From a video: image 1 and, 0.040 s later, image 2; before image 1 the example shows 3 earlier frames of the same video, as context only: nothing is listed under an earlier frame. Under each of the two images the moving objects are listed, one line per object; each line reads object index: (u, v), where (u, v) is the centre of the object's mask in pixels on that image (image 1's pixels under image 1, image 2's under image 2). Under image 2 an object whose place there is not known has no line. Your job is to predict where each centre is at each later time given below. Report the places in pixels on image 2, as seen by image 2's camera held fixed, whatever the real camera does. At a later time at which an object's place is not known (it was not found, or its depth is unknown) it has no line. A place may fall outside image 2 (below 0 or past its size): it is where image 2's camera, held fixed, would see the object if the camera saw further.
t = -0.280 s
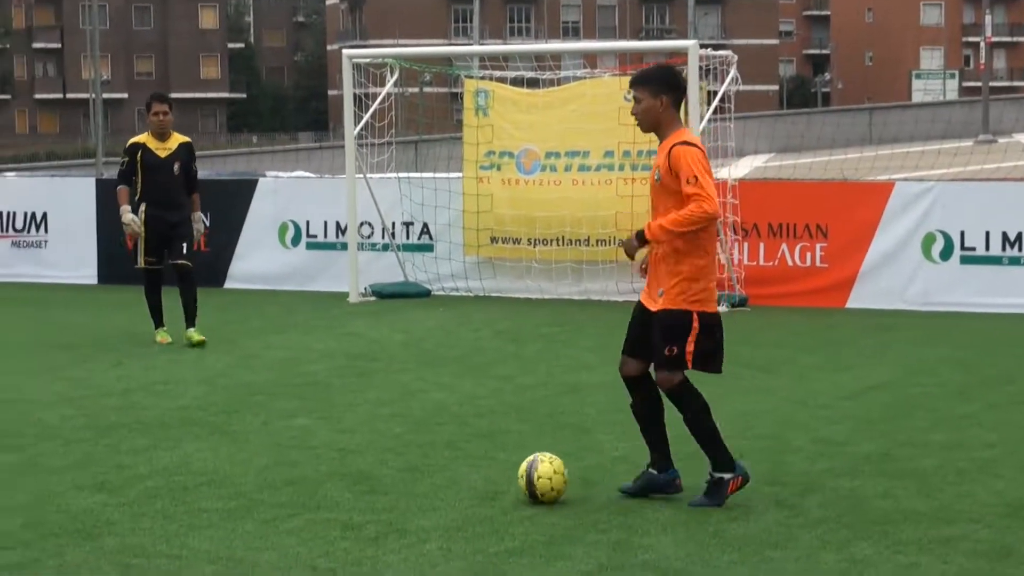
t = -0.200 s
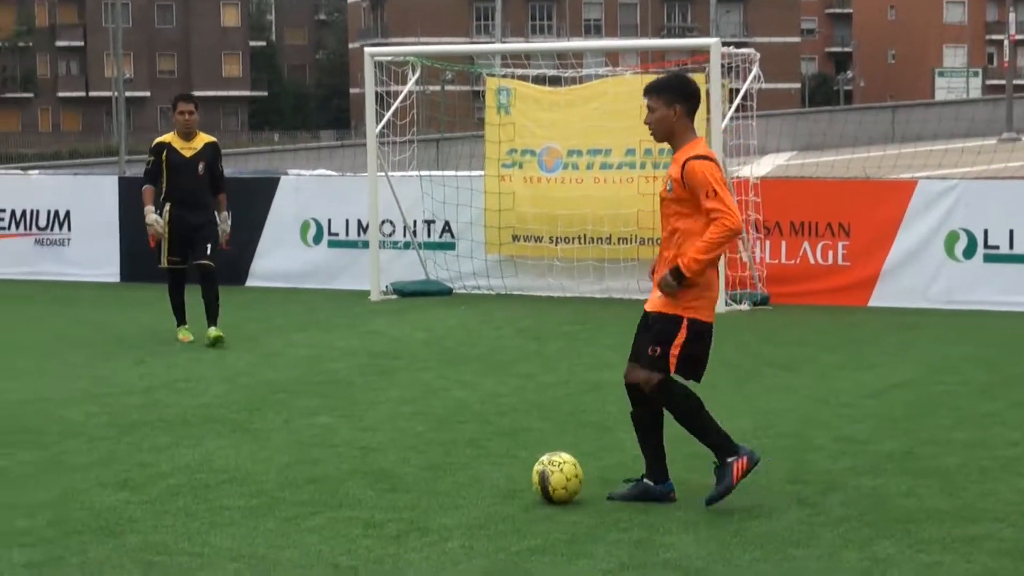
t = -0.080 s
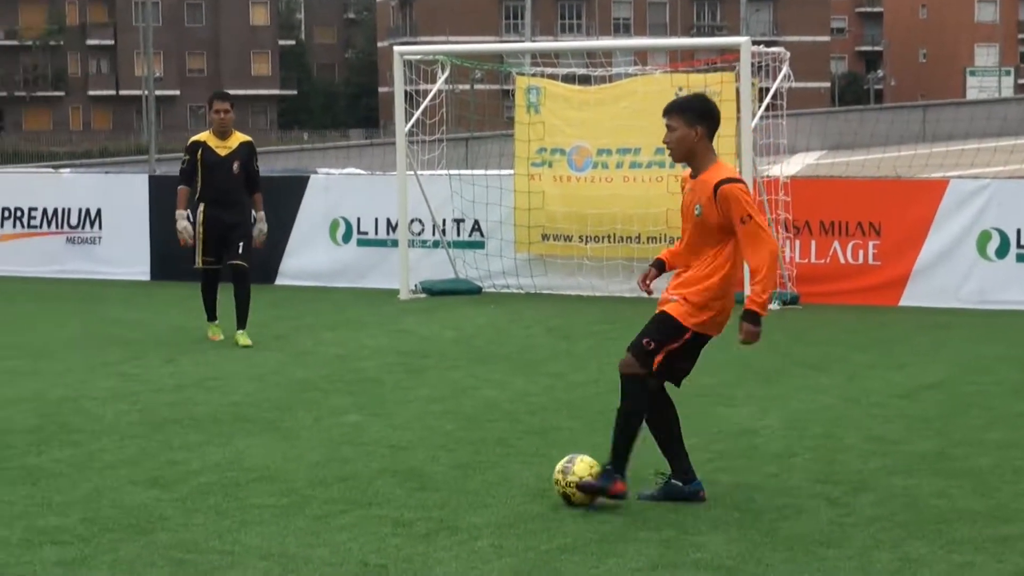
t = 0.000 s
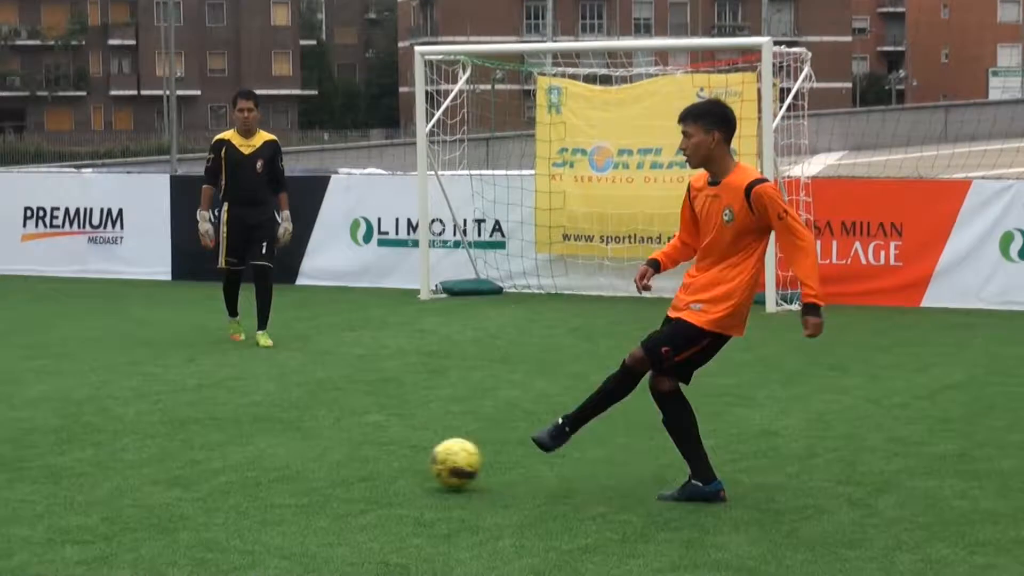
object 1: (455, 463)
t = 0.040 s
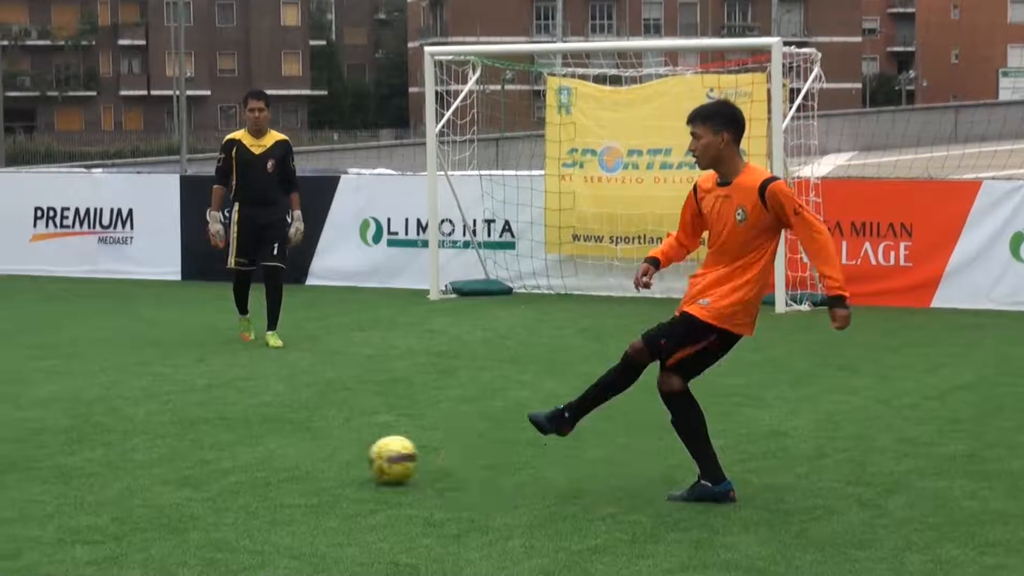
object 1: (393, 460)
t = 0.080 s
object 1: (325, 455)
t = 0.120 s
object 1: (262, 449)
